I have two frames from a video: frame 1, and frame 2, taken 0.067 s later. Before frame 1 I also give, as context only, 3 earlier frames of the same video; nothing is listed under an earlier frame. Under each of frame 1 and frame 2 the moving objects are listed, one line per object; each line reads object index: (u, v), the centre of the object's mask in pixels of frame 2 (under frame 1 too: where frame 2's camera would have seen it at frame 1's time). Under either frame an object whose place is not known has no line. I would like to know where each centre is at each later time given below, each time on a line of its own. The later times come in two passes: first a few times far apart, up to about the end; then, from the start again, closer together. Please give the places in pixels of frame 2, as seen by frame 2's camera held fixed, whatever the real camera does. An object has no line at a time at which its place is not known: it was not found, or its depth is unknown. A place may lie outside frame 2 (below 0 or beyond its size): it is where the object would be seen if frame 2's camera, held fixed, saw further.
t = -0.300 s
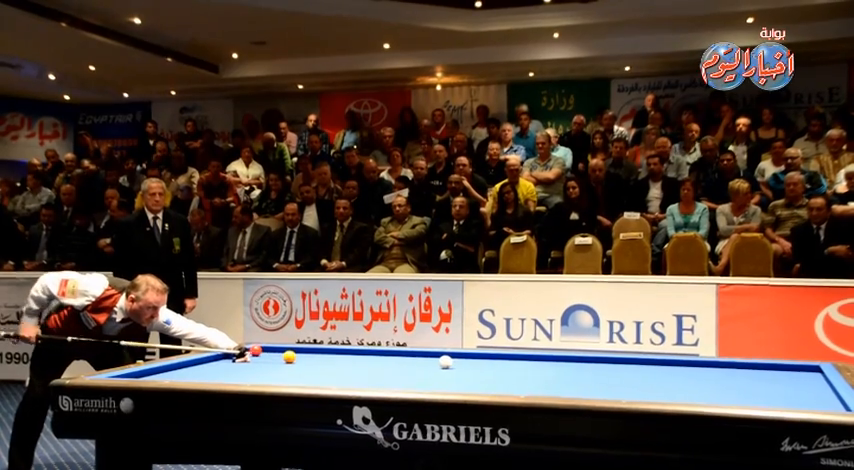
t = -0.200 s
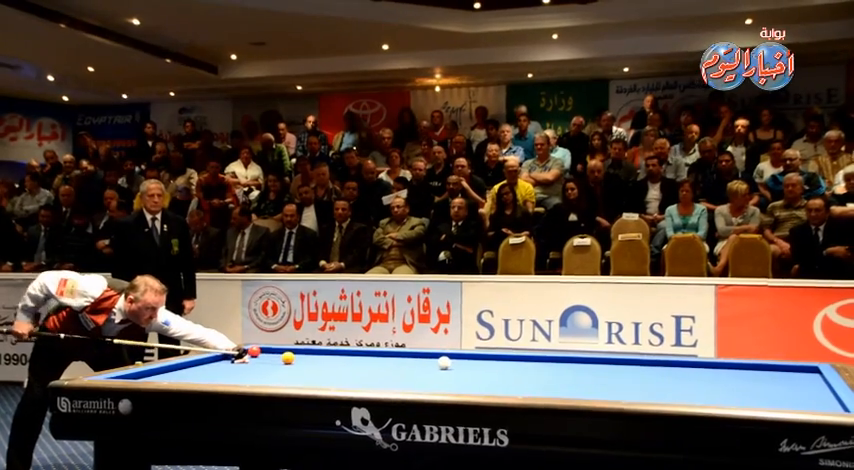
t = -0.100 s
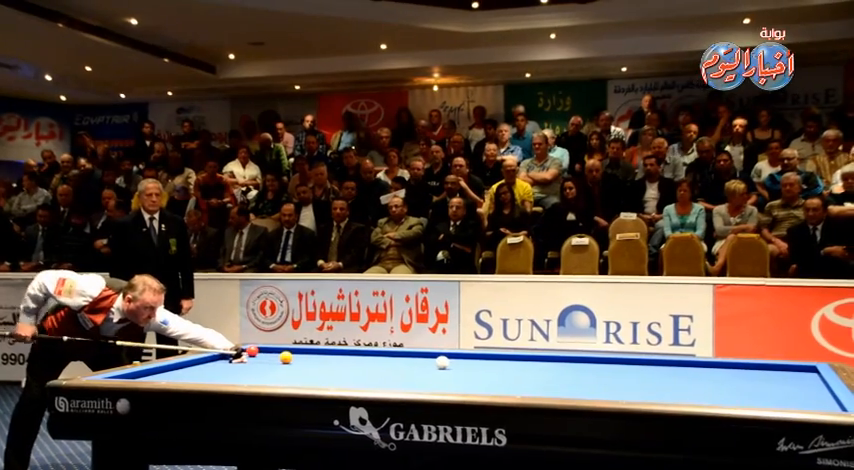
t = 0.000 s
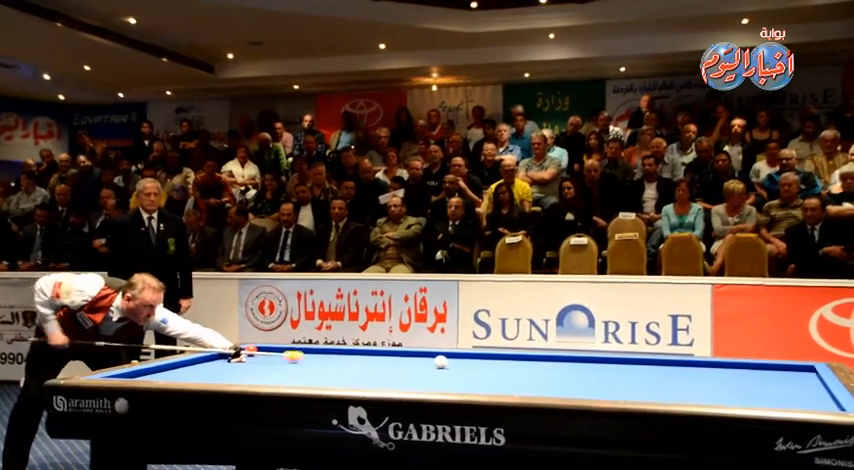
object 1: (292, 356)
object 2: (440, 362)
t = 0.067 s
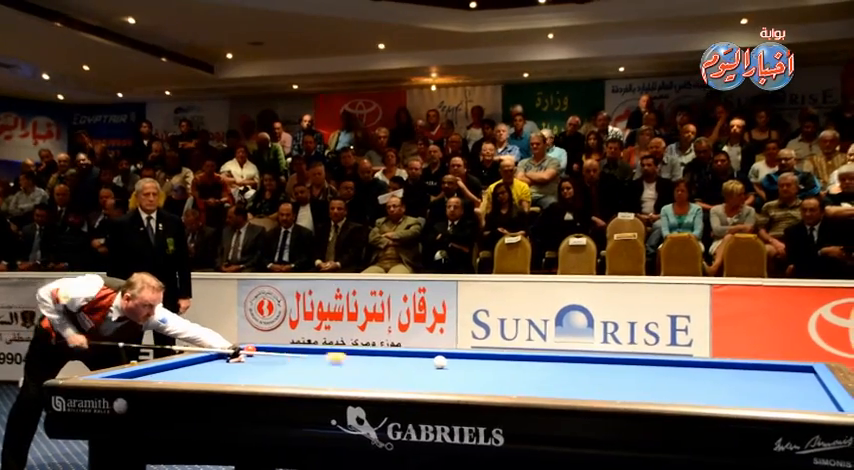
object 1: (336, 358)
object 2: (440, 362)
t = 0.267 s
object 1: (444, 360)
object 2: (462, 364)
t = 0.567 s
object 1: (522, 357)
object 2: (583, 377)
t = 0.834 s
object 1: (590, 363)
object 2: (689, 389)
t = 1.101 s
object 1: (667, 370)
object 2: (814, 402)
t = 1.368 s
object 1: (755, 379)
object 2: (746, 401)
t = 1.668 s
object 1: (780, 386)
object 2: (670, 397)
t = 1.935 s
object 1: (721, 390)
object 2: (614, 393)
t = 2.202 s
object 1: (663, 393)
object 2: (563, 389)
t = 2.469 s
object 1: (602, 395)
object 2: (516, 386)
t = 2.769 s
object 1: (548, 391)
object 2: (467, 383)
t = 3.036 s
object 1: (505, 387)
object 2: (425, 379)
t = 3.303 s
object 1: (467, 382)
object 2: (386, 376)
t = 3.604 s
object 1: (429, 377)
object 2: (347, 373)
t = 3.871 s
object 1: (397, 373)
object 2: (313, 371)
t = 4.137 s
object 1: (369, 368)
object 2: (282, 367)
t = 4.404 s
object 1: (342, 365)
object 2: (254, 365)
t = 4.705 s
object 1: (315, 361)
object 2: (222, 362)
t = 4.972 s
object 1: (292, 357)
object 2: (196, 360)
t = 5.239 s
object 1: (271, 355)
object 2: (219, 359)
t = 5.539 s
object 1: (254, 351)
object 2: (246, 358)
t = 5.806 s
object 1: (249, 351)
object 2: (269, 357)
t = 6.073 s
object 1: (244, 351)
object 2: (290, 357)
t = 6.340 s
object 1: (242, 351)
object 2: (311, 356)
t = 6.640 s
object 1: (248, 351)
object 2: (334, 355)
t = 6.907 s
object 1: (252, 350)
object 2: (352, 355)
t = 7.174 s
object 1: (256, 350)
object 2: (370, 354)
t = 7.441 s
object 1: (259, 350)
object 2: (387, 353)
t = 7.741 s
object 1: (262, 350)
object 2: (404, 353)
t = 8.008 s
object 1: (264, 349)
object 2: (419, 352)
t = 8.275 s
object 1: (265, 349)
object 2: (427, 353)
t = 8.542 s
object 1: (266, 349)
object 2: (435, 353)
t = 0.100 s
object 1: (358, 359)
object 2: (440, 362)
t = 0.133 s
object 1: (381, 360)
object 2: (440, 362)
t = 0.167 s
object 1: (402, 360)
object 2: (440, 362)
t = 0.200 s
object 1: (423, 360)
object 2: (439, 362)
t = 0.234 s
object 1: (436, 360)
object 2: (449, 362)
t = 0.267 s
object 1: (444, 360)
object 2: (462, 364)
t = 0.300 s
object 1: (453, 360)
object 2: (474, 366)
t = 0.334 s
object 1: (462, 358)
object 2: (489, 367)
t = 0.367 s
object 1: (469, 358)
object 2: (502, 369)
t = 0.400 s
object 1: (478, 357)
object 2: (517, 371)
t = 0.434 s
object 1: (488, 357)
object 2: (531, 372)
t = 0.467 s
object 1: (497, 356)
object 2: (542, 373)
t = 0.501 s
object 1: (506, 356)
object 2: (556, 374)
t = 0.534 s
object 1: (515, 356)
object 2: (570, 376)
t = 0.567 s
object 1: (522, 357)
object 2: (583, 377)
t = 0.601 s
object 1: (530, 358)
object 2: (596, 379)
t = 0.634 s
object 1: (538, 359)
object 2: (609, 380)
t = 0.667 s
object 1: (546, 359)
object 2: (621, 382)
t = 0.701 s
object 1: (554, 360)
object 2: (635, 383)
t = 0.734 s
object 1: (563, 360)
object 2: (648, 384)
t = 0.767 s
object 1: (572, 361)
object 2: (661, 386)
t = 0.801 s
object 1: (580, 362)
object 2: (674, 387)
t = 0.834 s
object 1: (590, 363)
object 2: (689, 389)
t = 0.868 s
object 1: (599, 364)
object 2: (703, 391)
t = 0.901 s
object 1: (608, 365)
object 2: (718, 393)
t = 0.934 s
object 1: (618, 365)
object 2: (733, 394)
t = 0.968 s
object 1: (627, 366)
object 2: (749, 396)
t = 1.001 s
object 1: (637, 367)
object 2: (764, 397)
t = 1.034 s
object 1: (647, 368)
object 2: (780, 398)
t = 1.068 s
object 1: (657, 369)
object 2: (797, 400)
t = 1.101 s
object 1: (667, 370)
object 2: (814, 402)
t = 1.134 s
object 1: (677, 371)
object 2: (830, 404)
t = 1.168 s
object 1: (688, 372)
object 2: (818, 404)
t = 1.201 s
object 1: (698, 373)
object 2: (804, 403)
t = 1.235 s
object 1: (709, 374)
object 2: (790, 402)
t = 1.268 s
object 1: (721, 375)
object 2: (778, 402)
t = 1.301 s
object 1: (732, 376)
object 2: (766, 402)
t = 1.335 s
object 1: (743, 377)
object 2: (756, 402)
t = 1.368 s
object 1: (755, 379)
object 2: (746, 401)
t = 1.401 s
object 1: (767, 379)
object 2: (735, 402)
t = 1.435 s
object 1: (779, 381)
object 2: (726, 401)
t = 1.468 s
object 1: (791, 382)
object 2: (717, 401)
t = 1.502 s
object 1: (804, 383)
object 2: (709, 400)
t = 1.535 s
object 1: (816, 384)
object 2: (701, 399)
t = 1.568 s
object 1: (809, 385)
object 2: (693, 399)
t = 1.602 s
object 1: (799, 385)
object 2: (686, 398)
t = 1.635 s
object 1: (789, 385)
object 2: (678, 398)
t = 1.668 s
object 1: (780, 386)
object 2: (670, 397)
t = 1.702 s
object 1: (772, 386)
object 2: (663, 397)
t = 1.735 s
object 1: (763, 387)
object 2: (656, 396)
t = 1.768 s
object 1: (756, 387)
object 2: (649, 395)
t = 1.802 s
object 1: (749, 388)
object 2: (642, 395)
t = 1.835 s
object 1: (741, 389)
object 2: (634, 395)
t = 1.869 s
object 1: (734, 389)
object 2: (628, 394)
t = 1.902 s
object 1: (728, 390)
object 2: (621, 394)
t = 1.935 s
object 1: (721, 390)
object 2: (614, 393)
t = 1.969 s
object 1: (714, 391)
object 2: (608, 393)
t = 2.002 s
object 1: (706, 391)
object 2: (601, 392)
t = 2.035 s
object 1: (699, 392)
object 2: (595, 392)
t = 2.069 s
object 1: (692, 392)
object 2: (588, 391)
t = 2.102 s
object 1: (685, 393)
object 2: (582, 391)
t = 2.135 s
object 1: (678, 394)
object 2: (575, 391)
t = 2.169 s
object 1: (670, 393)
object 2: (569, 390)
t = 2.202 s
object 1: (663, 393)
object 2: (563, 389)
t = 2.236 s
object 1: (655, 394)
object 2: (557, 389)
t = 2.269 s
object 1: (648, 394)
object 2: (551, 388)
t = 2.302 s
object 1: (640, 394)
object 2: (545, 388)
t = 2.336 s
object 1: (633, 394)
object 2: (538, 388)
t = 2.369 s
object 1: (625, 394)
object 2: (533, 387)
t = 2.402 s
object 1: (617, 395)
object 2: (526, 387)
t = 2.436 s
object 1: (609, 395)
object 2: (521, 387)
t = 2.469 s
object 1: (602, 395)
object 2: (516, 386)
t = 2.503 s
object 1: (596, 395)
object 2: (510, 387)
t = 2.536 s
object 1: (588, 395)
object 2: (504, 386)
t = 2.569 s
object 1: (581, 394)
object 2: (499, 386)
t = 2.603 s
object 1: (576, 393)
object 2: (493, 385)
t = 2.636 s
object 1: (570, 392)
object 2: (488, 385)
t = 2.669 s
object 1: (564, 392)
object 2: (483, 384)
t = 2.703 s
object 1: (558, 391)
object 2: (477, 384)
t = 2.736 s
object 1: (553, 391)
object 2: (472, 383)
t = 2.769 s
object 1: (548, 391)
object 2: (467, 383)
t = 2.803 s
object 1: (543, 390)
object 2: (461, 382)
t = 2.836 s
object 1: (538, 390)
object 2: (456, 382)
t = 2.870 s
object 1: (532, 389)
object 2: (451, 381)
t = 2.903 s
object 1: (526, 389)
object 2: (446, 381)
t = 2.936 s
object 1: (521, 389)
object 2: (440, 380)
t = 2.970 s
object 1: (516, 388)
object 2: (436, 380)
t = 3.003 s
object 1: (511, 388)
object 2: (430, 379)
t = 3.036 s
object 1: (505, 387)
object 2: (425, 379)
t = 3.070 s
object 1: (501, 387)
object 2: (420, 379)
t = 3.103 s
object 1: (496, 386)
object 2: (415, 378)
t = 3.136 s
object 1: (491, 386)
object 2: (410, 377)
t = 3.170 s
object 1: (486, 385)
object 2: (406, 377)
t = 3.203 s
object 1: (481, 384)
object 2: (400, 377)
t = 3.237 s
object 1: (477, 384)
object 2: (396, 377)
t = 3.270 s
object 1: (472, 383)
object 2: (391, 376)
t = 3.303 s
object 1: (467, 382)
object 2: (386, 376)
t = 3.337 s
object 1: (463, 381)
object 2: (382, 375)
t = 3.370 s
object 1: (458, 381)
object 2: (377, 375)
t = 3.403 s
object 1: (454, 380)
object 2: (373, 375)
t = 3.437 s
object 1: (450, 379)
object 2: (368, 374)
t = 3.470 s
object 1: (446, 379)
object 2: (364, 374)
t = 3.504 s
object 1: (441, 378)
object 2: (359, 374)
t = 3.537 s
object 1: (437, 378)
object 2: (355, 373)
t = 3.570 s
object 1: (433, 377)
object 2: (351, 373)
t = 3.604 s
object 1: (429, 377)
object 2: (347, 373)
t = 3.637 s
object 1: (425, 376)
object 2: (343, 373)
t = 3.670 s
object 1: (421, 376)
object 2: (339, 372)
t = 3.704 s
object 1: (417, 375)
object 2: (335, 371)
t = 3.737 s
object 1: (412, 375)
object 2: (330, 372)
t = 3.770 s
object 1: (409, 375)
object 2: (326, 372)
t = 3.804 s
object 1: (405, 374)
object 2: (321, 372)
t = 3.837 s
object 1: (401, 373)
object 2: (318, 371)
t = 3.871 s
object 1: (397, 373)
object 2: (313, 371)
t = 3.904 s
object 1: (394, 371)
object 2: (309, 370)
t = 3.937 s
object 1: (390, 372)
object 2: (305, 369)
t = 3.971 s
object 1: (386, 371)
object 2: (301, 369)
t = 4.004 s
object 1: (383, 370)
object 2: (297, 369)
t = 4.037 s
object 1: (379, 370)
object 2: (293, 369)
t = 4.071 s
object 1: (376, 370)
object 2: (291, 367)
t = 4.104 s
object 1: (372, 369)
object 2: (286, 368)
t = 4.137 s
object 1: (369, 368)
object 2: (282, 367)
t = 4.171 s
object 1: (365, 368)
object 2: (278, 367)
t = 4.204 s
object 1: (362, 368)
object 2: (275, 367)
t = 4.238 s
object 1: (358, 367)
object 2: (272, 366)
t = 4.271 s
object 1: (355, 367)
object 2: (267, 366)
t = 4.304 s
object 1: (352, 366)
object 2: (264, 366)
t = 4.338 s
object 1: (349, 366)
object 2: (260, 366)
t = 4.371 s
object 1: (346, 366)
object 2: (257, 365)
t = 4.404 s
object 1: (342, 365)
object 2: (254, 365)
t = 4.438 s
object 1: (339, 365)
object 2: (250, 365)
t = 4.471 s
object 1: (336, 364)
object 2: (247, 365)
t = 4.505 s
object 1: (333, 364)
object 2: (243, 365)
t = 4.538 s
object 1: (330, 364)
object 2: (240, 364)
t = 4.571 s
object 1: (327, 363)
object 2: (236, 364)
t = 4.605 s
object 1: (324, 362)
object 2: (233, 363)
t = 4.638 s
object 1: (321, 362)
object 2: (230, 363)
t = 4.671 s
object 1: (318, 361)
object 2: (225, 363)
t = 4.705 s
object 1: (315, 361)
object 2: (222, 362)
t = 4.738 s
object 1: (312, 360)
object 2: (219, 362)
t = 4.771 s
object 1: (309, 359)
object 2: (215, 361)
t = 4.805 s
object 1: (306, 359)
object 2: (212, 361)
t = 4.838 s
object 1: (303, 359)
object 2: (209, 361)
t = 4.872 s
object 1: (301, 358)
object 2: (206, 361)
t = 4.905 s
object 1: (298, 358)
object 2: (203, 361)
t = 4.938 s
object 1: (295, 358)
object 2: (199, 361)
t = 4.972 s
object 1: (292, 357)
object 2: (196, 360)
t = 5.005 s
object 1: (290, 357)
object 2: (197, 360)
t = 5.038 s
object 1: (287, 356)
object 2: (200, 360)
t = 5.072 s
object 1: (284, 356)
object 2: (204, 360)
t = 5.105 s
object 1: (282, 356)
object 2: (207, 360)
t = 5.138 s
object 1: (279, 356)
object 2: (210, 360)
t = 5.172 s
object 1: (277, 355)
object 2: (213, 359)
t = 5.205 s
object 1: (274, 355)
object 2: (216, 360)
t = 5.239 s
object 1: (271, 355)
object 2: (219, 359)
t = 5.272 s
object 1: (269, 354)
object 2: (222, 359)
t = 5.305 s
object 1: (266, 354)
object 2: (225, 359)
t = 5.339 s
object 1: (264, 354)
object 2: (229, 359)
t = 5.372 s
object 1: (262, 353)
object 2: (232, 359)
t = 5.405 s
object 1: (259, 353)
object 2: (234, 359)
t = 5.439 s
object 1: (256, 352)
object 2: (237, 359)
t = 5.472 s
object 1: (254, 352)
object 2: (240, 358)
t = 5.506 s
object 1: (254, 352)
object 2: (243, 358)
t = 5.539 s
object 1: (254, 351)
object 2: (246, 358)
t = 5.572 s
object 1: (254, 350)
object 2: (249, 358)
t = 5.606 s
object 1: (253, 350)
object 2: (252, 358)
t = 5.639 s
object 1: (251, 350)
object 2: (255, 358)
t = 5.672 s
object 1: (250, 351)
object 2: (258, 358)
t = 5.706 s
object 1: (250, 351)
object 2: (261, 358)
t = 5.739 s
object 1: (250, 351)
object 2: (263, 358)
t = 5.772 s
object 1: (250, 351)
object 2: (266, 358)
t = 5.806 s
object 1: (249, 351)
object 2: (269, 357)
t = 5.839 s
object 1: (248, 351)
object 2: (271, 357)
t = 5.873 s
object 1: (247, 352)
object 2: (274, 357)
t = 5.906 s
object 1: (246, 352)
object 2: (277, 357)
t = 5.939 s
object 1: (246, 351)
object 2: (279, 357)
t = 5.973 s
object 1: (246, 351)
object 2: (282, 357)
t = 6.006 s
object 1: (245, 351)
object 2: (285, 357)
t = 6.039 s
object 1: (244, 351)
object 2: (288, 357)
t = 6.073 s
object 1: (244, 351)
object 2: (290, 357)
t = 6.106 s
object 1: (243, 351)
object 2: (293, 357)
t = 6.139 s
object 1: (242, 351)
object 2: (296, 357)
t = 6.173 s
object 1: (242, 351)
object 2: (298, 356)
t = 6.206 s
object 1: (241, 351)
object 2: (300, 356)
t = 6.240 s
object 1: (241, 351)
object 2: (303, 356)
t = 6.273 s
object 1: (241, 351)
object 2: (306, 356)
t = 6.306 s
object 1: (242, 351)
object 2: (309, 356)
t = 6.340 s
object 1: (242, 351)
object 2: (311, 356)
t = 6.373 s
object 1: (243, 351)
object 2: (314, 356)
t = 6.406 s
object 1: (244, 351)
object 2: (316, 356)
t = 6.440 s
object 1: (245, 351)
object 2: (319, 356)
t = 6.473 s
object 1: (245, 350)
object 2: (321, 356)
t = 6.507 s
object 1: (246, 351)
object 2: (323, 356)
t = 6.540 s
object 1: (246, 351)
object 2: (326, 356)
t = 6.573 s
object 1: (247, 351)
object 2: (329, 356)
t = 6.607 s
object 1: (247, 351)
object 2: (331, 355)
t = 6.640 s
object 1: (248, 351)
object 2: (334, 355)
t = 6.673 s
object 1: (248, 350)
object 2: (336, 355)
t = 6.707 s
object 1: (249, 350)
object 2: (338, 355)
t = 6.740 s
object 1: (250, 350)
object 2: (340, 355)
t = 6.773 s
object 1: (250, 350)
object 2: (343, 355)
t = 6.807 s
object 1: (251, 350)
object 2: (345, 355)
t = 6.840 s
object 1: (251, 350)
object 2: (347, 355)
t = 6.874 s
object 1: (252, 350)
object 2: (350, 355)
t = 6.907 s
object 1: (252, 350)
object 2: (352, 355)
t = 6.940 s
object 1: (253, 350)
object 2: (354, 354)
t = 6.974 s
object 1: (253, 350)
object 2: (357, 355)
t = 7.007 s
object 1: (254, 350)
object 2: (359, 355)
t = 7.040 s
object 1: (254, 350)
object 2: (361, 354)
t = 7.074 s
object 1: (255, 350)
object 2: (363, 354)
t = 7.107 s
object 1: (255, 350)
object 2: (366, 354)
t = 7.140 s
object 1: (255, 350)
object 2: (368, 354)
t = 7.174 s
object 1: (256, 350)
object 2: (370, 354)
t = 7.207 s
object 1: (256, 350)
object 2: (372, 354)
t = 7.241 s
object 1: (257, 350)
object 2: (374, 354)
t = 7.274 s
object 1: (257, 350)
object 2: (376, 354)
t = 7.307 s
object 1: (258, 350)
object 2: (379, 354)
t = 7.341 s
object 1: (258, 350)
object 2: (380, 354)
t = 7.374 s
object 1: (258, 350)
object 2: (383, 354)
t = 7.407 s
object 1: (258, 350)
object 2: (384, 354)
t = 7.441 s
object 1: (259, 350)
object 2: (387, 353)
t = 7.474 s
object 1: (259, 350)
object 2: (389, 353)
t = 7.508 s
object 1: (260, 349)
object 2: (391, 353)
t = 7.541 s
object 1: (260, 349)
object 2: (393, 353)
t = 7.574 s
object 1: (260, 350)
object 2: (395, 353)
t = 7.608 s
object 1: (260, 350)
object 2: (397, 353)
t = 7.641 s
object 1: (261, 350)
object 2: (399, 353)
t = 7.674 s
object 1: (261, 350)
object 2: (400, 353)
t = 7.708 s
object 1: (262, 350)
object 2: (402, 353)
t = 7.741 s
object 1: (262, 350)
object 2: (404, 353)
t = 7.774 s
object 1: (262, 349)
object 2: (406, 353)
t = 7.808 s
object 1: (262, 349)
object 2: (408, 353)
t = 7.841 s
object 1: (263, 349)
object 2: (410, 353)
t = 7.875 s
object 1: (263, 349)
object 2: (412, 353)
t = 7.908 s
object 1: (263, 349)
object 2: (414, 352)
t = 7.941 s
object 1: (263, 349)
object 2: (416, 352)
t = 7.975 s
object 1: (264, 349)
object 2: (418, 352)
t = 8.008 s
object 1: (264, 349)
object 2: (419, 352)
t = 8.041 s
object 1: (264, 349)
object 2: (420, 352)
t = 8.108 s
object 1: (264, 349)
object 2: (422, 352)
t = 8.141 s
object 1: (264, 349)
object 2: (423, 353)
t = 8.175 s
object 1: (265, 349)
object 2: (424, 353)
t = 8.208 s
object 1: (265, 349)
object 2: (425, 353)
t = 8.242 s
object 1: (265, 349)
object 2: (426, 353)
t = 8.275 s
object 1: (265, 349)
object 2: (427, 353)
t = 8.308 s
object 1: (265, 349)
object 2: (428, 353)
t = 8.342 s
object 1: (265, 349)
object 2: (429, 353)
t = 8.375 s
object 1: (265, 349)
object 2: (430, 353)
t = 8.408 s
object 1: (265, 349)
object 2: (431, 353)
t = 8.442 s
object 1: (265, 349)
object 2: (432, 353)
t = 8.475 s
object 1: (266, 349)
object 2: (433, 353)
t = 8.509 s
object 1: (266, 349)
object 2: (434, 353)
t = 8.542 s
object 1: (266, 349)
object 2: (435, 353)
